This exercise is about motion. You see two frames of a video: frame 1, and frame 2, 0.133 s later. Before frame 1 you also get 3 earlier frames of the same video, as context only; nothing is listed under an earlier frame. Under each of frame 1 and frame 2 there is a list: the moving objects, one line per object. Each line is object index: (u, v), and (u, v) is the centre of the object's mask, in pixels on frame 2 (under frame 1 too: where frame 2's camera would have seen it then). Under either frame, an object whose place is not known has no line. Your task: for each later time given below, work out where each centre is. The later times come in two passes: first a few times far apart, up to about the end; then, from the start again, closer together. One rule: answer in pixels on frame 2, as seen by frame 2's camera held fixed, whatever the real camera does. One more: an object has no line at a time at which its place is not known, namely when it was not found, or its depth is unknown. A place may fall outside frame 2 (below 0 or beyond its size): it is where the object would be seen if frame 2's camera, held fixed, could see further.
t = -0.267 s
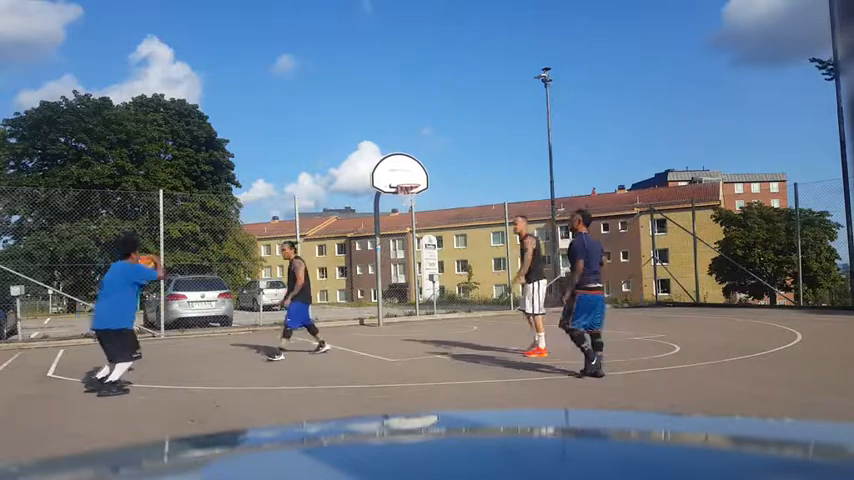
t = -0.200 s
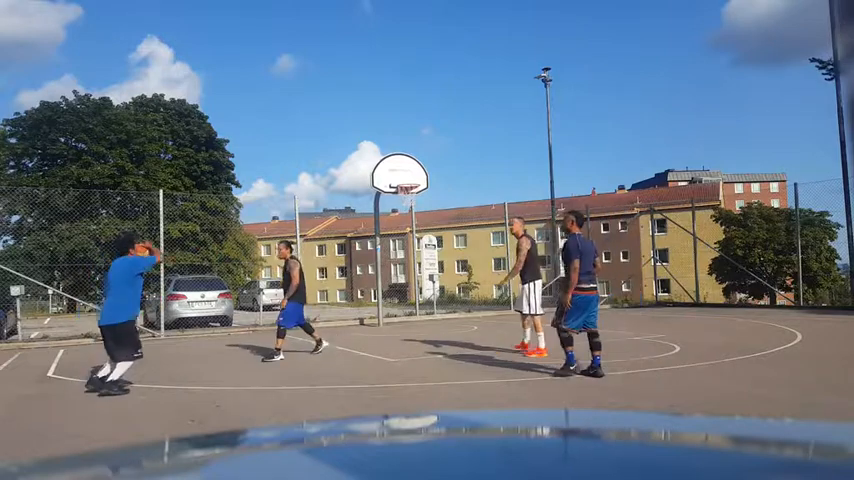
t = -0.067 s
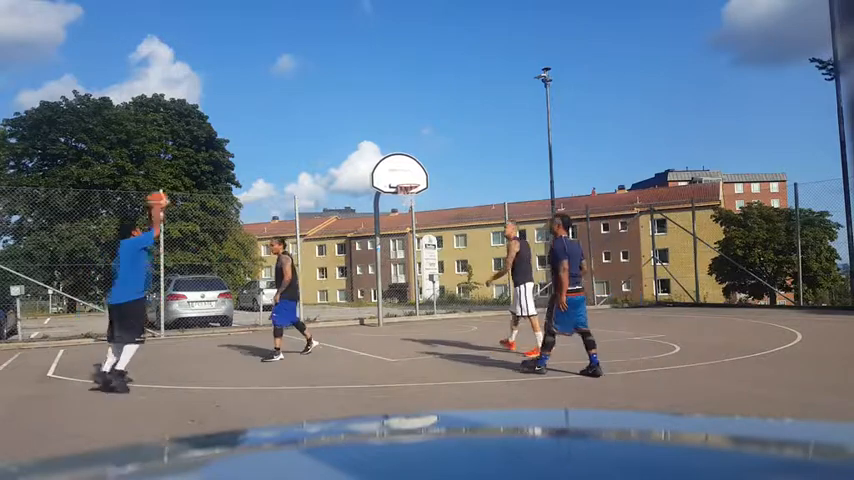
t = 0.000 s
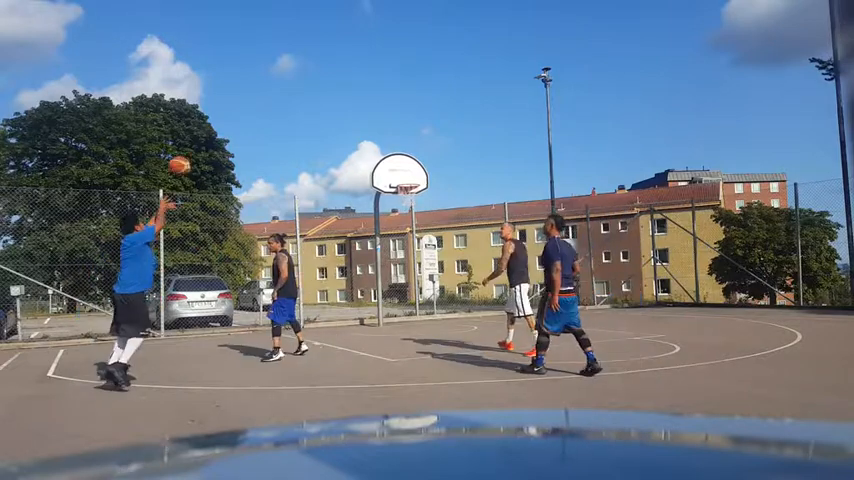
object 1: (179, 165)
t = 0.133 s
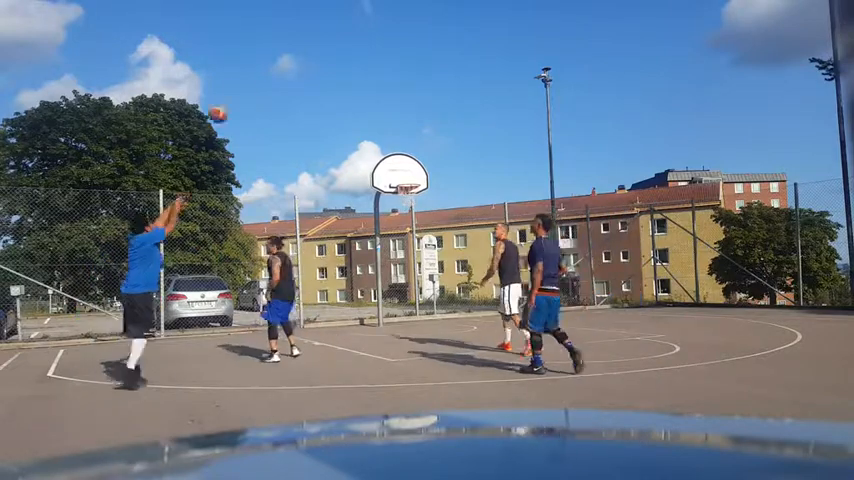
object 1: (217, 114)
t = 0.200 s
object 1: (235, 94)
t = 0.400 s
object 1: (278, 61)
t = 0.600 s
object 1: (315, 56)
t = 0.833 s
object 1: (350, 77)
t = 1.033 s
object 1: (378, 116)
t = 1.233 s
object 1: (401, 167)
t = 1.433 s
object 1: (404, 166)
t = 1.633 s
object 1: (385, 144)
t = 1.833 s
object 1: (368, 140)
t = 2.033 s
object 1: (353, 155)
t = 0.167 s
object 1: (225, 103)
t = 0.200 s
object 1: (235, 94)
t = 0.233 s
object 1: (242, 87)
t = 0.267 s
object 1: (249, 80)
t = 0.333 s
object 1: (264, 68)
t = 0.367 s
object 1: (271, 64)
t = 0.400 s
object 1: (278, 61)
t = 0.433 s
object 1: (285, 57)
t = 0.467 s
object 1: (291, 56)
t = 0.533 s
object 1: (303, 55)
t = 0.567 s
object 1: (309, 55)
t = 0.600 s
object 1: (315, 56)
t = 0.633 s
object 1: (320, 57)
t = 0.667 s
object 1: (326, 60)
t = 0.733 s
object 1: (336, 66)
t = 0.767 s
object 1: (341, 69)
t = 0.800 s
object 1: (345, 73)
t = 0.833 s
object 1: (350, 77)
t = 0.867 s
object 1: (355, 83)
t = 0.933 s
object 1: (365, 96)
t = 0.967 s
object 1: (368, 102)
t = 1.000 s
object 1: (373, 110)
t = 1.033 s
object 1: (378, 116)
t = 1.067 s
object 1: (381, 124)
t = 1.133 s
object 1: (389, 140)
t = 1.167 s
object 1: (393, 148)
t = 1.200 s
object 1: (397, 158)
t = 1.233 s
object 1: (401, 167)
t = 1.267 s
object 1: (405, 177)
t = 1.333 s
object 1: (411, 182)
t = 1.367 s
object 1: (410, 178)
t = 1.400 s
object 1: (407, 172)
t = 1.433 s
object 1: (404, 166)
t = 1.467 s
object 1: (401, 162)
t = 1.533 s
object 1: (395, 153)
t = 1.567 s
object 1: (392, 149)
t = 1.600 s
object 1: (388, 147)
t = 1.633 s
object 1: (385, 144)
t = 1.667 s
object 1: (383, 143)
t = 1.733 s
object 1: (377, 140)
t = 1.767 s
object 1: (375, 140)
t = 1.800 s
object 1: (372, 139)
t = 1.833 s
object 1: (368, 140)
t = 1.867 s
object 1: (366, 142)
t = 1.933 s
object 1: (361, 145)
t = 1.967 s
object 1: (358, 148)
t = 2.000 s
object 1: (355, 151)
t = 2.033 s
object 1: (353, 155)
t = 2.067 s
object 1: (350, 159)
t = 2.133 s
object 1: (345, 169)
